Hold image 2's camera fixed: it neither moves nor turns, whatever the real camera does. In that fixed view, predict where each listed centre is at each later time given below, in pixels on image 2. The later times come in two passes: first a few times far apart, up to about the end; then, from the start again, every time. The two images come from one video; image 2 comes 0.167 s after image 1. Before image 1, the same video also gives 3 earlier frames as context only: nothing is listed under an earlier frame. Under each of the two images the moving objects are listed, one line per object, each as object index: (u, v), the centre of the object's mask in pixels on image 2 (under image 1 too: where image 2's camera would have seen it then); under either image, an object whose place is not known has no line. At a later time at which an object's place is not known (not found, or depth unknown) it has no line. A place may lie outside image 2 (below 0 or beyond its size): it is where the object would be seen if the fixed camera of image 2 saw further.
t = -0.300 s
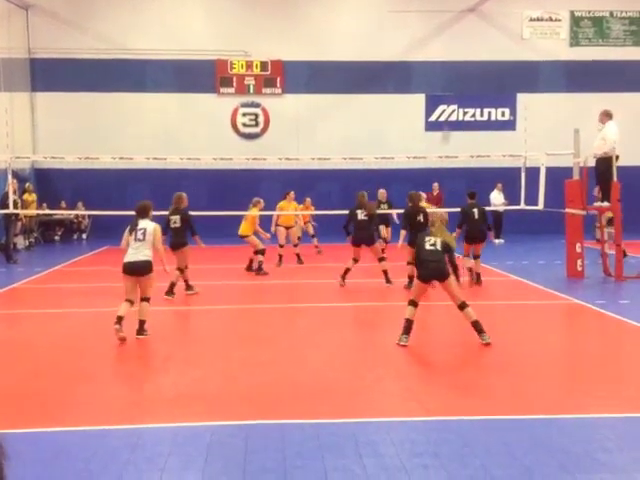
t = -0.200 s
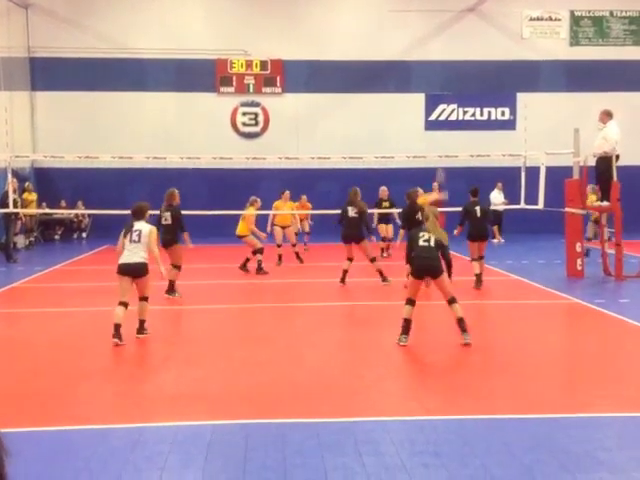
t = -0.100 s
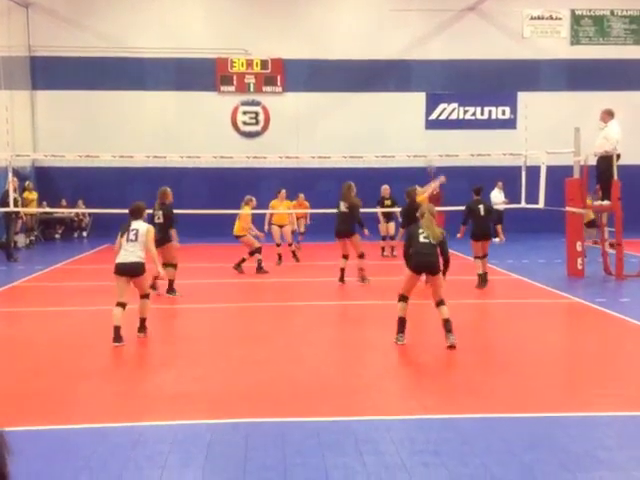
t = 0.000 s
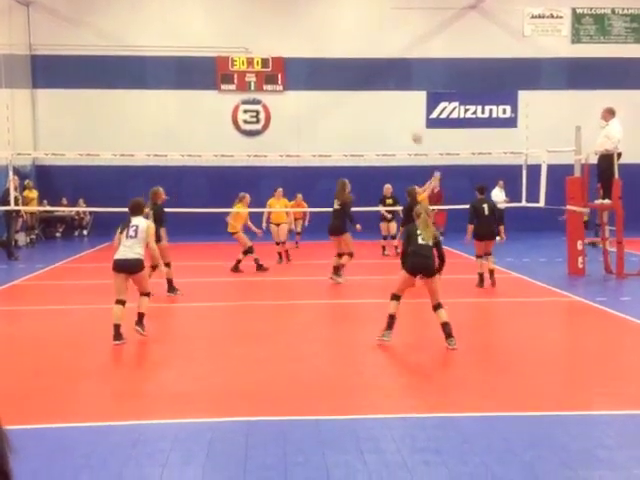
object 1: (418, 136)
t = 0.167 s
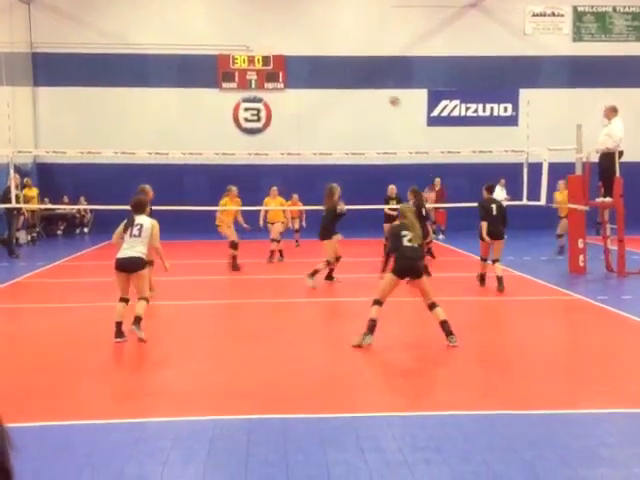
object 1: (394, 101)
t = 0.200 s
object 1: (389, 94)
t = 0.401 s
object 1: (358, 69)
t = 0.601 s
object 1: (322, 67)
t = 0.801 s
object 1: (281, 92)
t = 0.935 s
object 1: (251, 132)
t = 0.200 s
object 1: (389, 94)
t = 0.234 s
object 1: (384, 88)
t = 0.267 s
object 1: (379, 83)
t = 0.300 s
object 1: (374, 79)
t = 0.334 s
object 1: (369, 74)
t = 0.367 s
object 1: (363, 72)
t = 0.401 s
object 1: (358, 69)
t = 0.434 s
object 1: (352, 67)
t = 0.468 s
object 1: (346, 66)
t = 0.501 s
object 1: (340, 64)
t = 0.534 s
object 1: (334, 65)
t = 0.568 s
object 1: (328, 65)
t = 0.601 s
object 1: (322, 67)
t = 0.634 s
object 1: (315, 69)
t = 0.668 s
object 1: (308, 71)
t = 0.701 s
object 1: (302, 76)
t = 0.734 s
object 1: (295, 79)
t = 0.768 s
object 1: (288, 85)
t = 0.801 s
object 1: (281, 92)
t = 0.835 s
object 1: (274, 101)
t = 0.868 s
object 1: (268, 108)
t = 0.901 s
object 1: (260, 116)
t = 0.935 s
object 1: (251, 132)
